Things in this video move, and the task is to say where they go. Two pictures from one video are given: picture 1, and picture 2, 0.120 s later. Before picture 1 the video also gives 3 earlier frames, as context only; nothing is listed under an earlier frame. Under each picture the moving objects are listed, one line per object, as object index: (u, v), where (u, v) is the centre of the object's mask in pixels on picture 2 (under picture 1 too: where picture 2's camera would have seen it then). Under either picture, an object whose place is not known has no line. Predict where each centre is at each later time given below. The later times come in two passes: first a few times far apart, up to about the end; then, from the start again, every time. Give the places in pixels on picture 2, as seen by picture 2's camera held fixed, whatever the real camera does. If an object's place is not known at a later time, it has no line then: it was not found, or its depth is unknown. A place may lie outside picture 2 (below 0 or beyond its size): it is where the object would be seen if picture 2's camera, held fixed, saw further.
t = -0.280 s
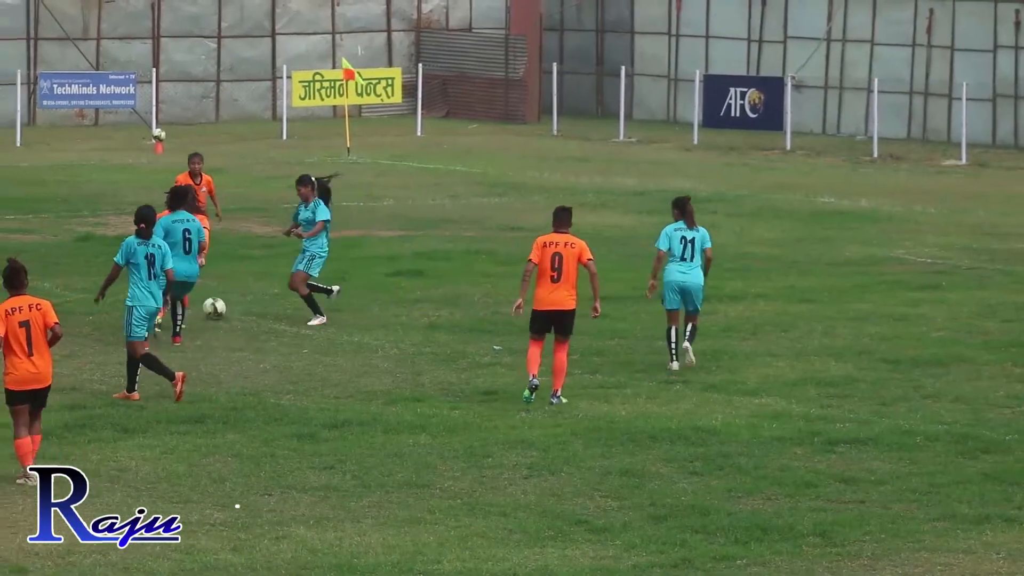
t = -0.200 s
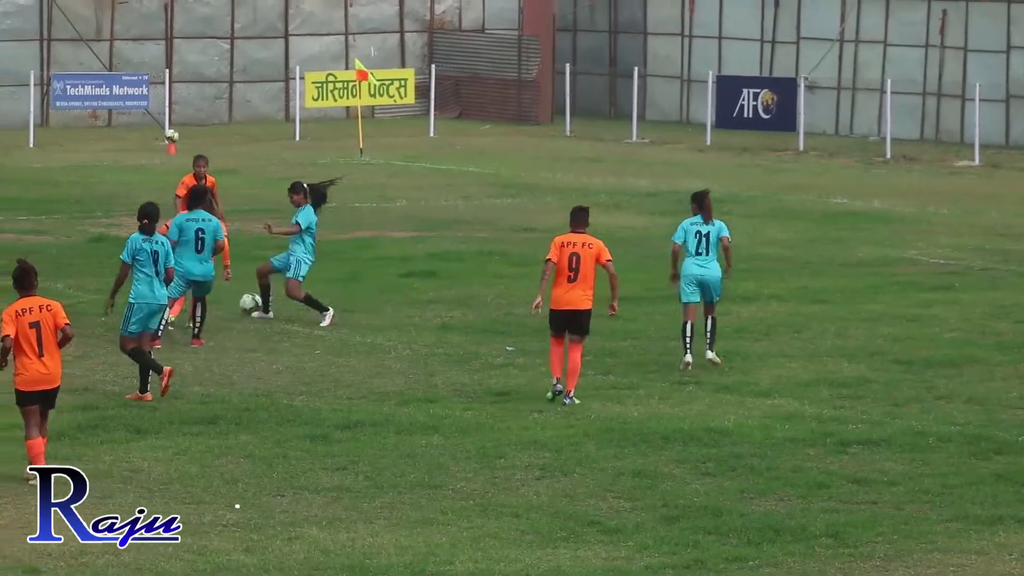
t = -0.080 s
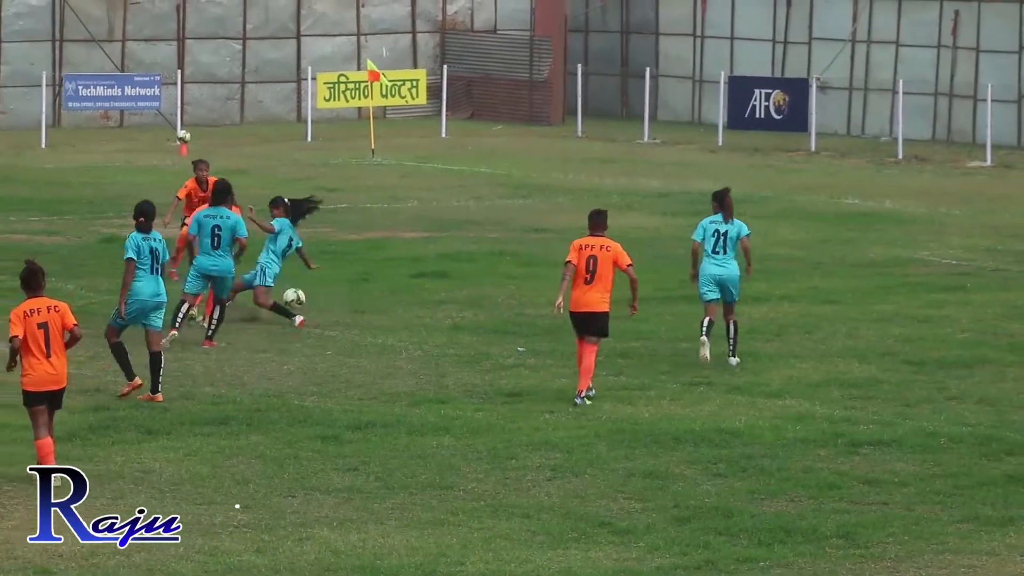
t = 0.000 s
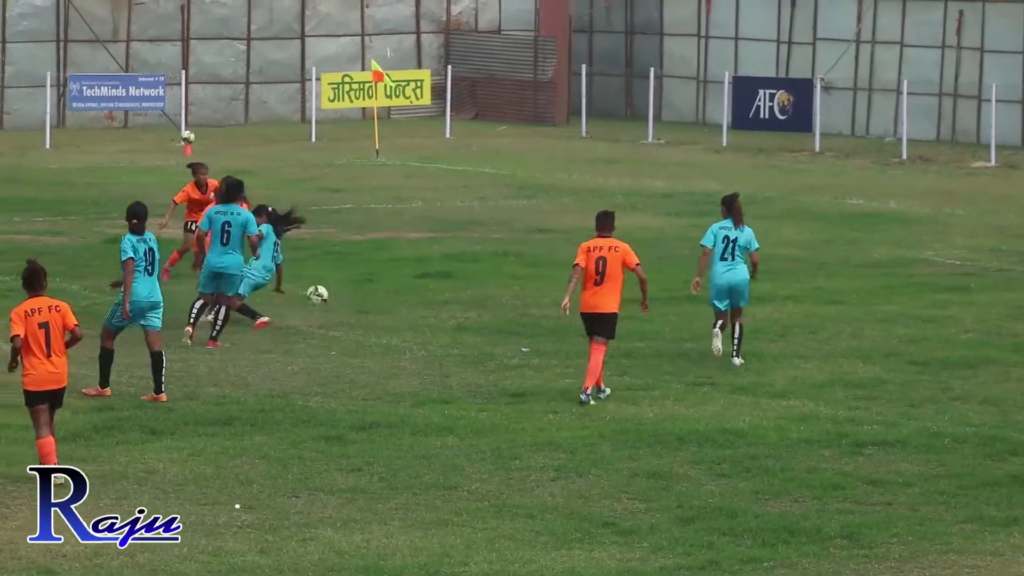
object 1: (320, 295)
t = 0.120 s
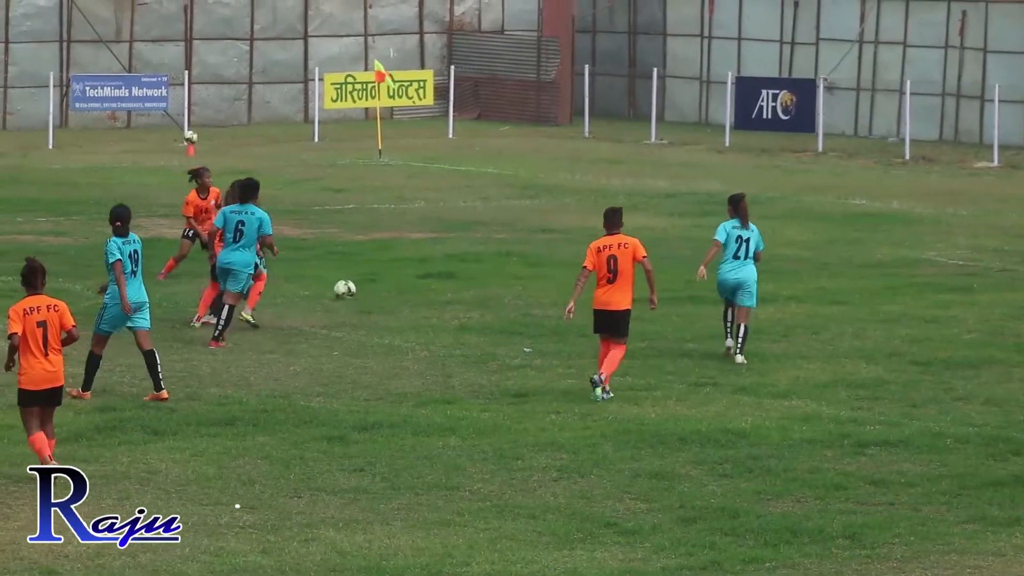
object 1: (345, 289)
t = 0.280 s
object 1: (377, 283)
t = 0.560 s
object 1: (431, 271)
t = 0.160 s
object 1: (353, 289)
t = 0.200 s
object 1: (361, 286)
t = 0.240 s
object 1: (369, 284)
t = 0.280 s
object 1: (377, 283)
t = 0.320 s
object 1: (384, 282)
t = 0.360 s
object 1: (393, 280)
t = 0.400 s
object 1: (401, 277)
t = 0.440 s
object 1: (408, 276)
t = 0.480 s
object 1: (416, 275)
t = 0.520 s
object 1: (423, 273)
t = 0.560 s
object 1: (431, 271)
